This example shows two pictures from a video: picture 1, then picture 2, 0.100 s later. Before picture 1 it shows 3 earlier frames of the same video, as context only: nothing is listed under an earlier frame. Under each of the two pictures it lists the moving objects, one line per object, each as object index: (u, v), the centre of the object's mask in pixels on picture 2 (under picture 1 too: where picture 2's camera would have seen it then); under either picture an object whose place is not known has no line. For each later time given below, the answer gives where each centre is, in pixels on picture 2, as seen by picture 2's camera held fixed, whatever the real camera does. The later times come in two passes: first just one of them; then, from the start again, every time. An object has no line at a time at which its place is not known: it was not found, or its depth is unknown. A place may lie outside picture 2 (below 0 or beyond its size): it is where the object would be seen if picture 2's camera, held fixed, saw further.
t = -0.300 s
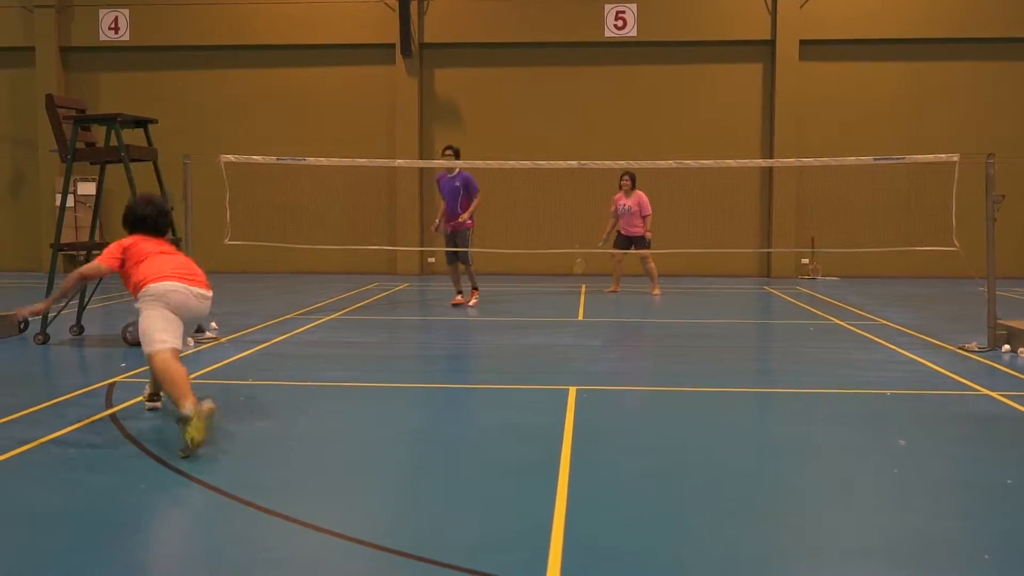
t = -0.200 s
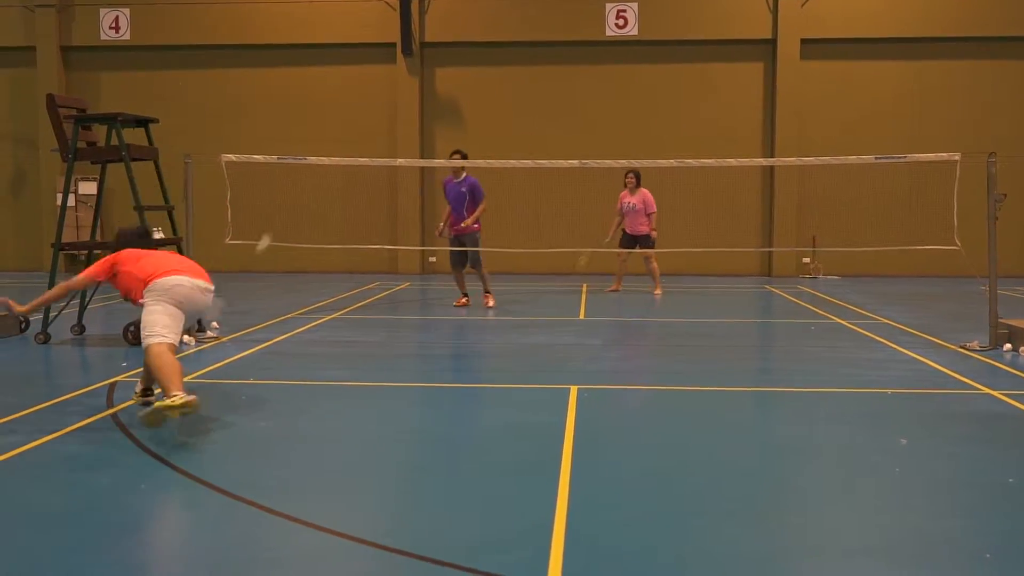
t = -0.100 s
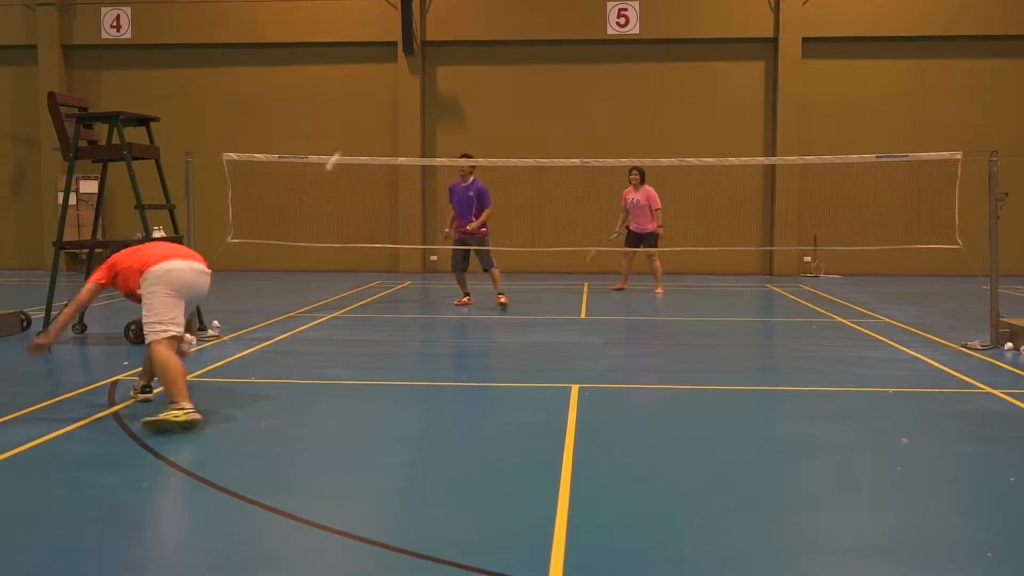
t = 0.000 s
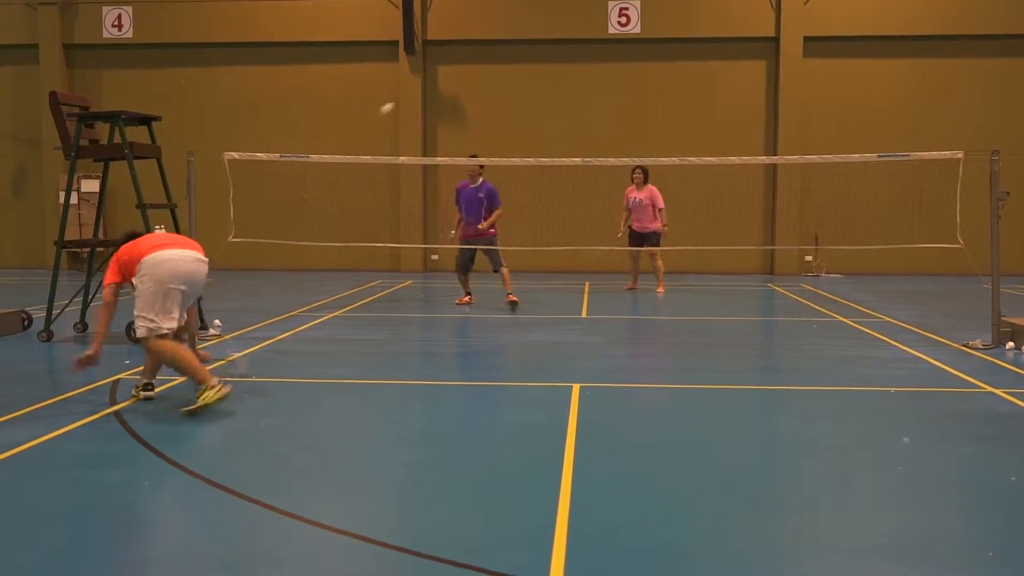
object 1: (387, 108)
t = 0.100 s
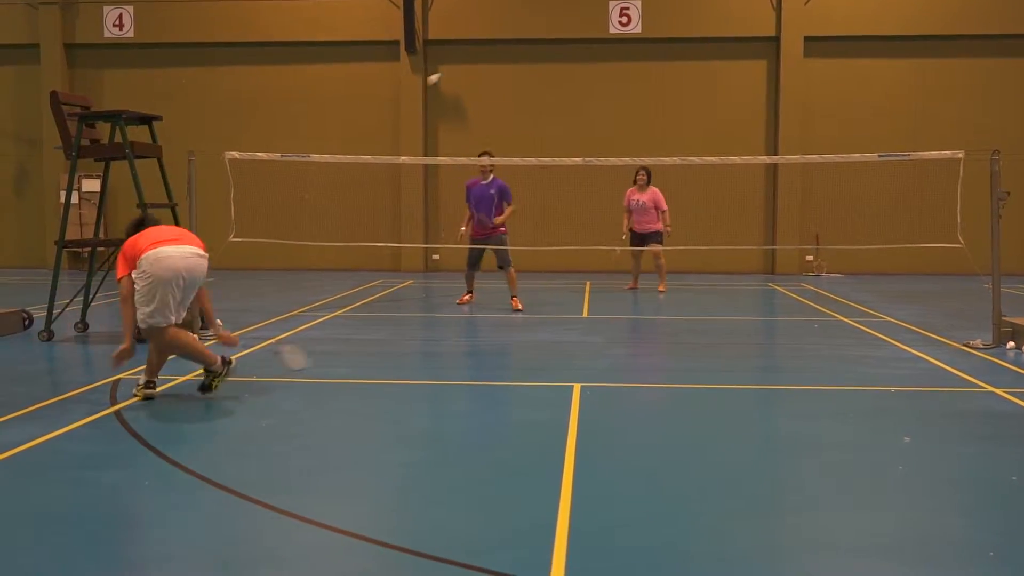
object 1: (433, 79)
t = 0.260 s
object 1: (491, 62)
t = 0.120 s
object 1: (441, 75)
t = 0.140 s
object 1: (449, 71)
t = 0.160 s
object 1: (456, 68)
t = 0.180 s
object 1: (464, 66)
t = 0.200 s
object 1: (470, 64)
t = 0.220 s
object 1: (477, 63)
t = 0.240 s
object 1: (484, 62)
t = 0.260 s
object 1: (491, 62)
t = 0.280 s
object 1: (497, 62)
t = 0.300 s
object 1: (503, 62)
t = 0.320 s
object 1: (509, 63)
